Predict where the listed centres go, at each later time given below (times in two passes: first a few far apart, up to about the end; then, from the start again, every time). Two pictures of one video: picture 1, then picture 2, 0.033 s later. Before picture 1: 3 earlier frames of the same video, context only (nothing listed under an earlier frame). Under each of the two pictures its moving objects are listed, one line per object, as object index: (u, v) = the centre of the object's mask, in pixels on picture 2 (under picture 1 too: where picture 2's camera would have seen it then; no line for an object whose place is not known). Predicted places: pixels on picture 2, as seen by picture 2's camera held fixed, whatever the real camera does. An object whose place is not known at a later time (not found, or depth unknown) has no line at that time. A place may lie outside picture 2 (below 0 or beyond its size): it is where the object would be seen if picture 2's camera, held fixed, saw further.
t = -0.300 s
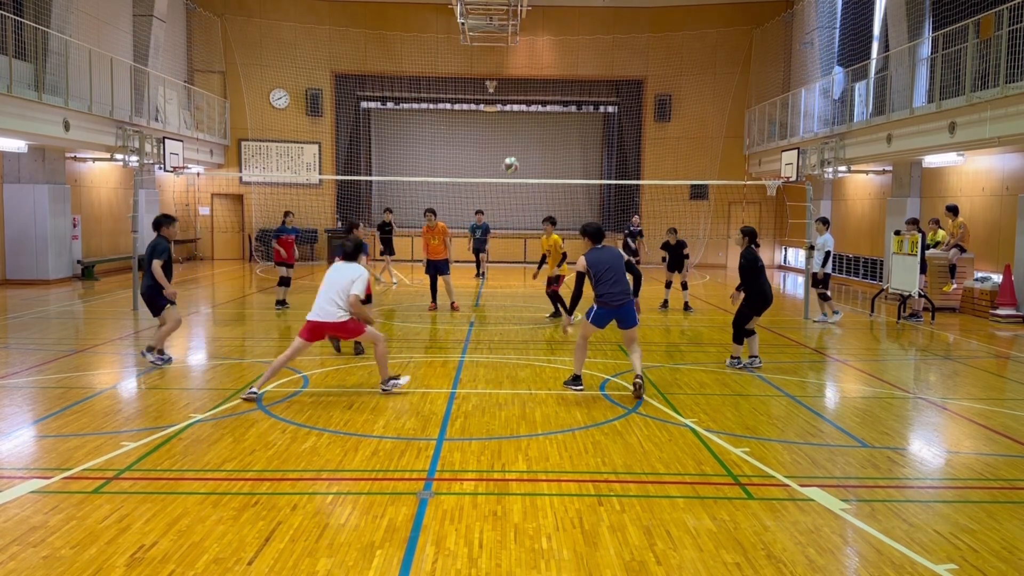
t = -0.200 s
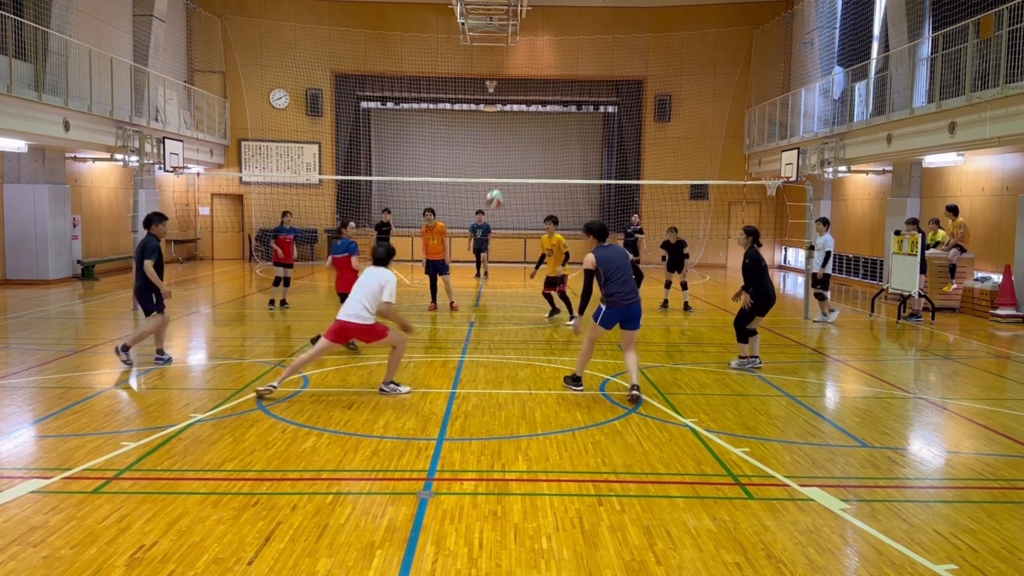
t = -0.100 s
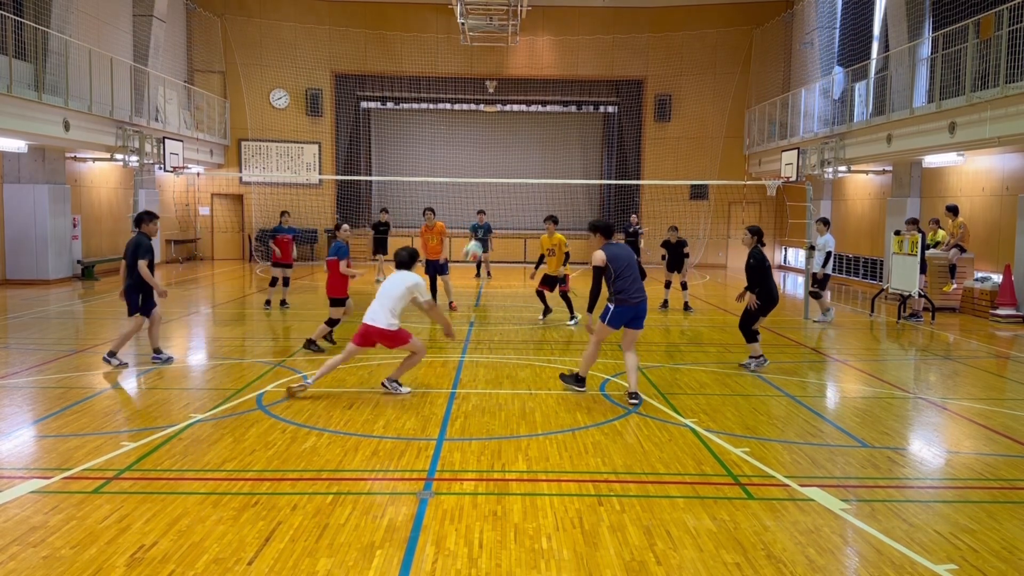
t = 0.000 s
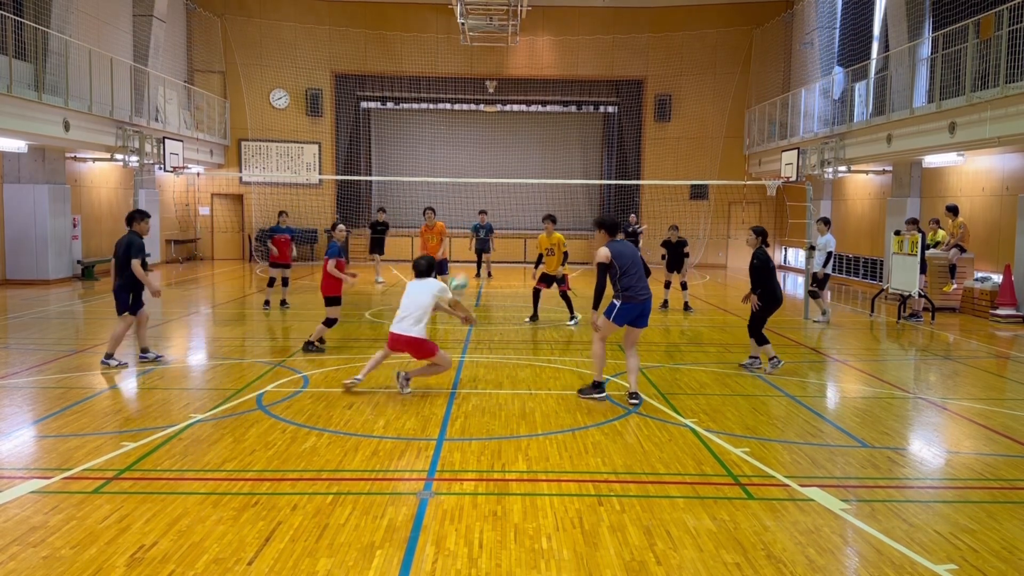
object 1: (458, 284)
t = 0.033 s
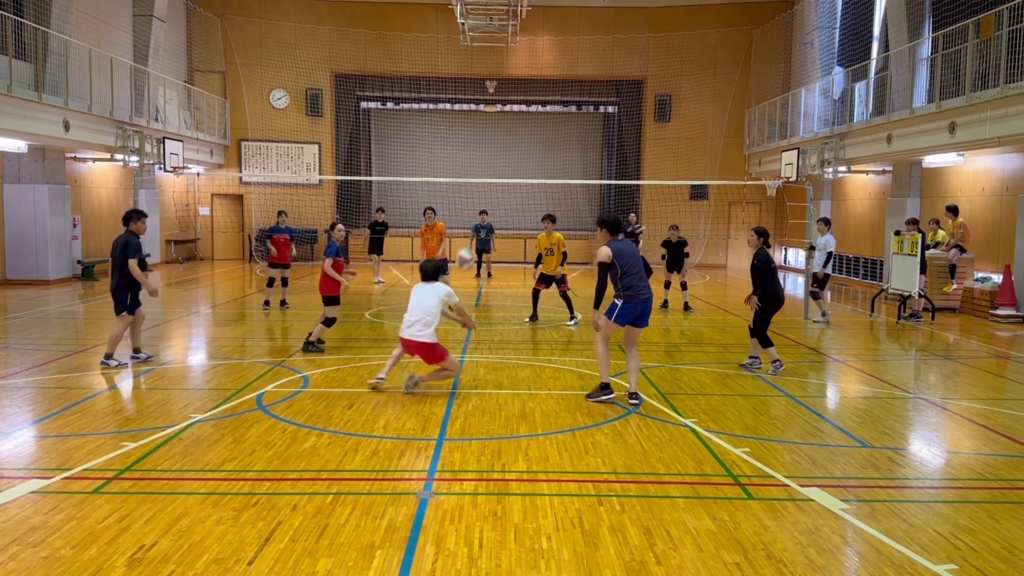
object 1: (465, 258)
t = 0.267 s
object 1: (507, 138)
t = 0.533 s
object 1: (542, 77)
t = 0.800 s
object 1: (569, 74)
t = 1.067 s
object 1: (589, 114)
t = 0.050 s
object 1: (468, 248)
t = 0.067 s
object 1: (472, 237)
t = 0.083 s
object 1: (475, 226)
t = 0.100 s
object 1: (478, 218)
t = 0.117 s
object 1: (482, 207)
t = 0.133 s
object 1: (486, 198)
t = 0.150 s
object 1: (488, 189)
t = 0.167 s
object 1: (490, 180)
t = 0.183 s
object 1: (494, 171)
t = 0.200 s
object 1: (496, 165)
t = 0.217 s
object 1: (499, 157)
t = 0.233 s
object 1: (502, 150)
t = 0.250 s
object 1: (503, 144)
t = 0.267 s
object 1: (507, 138)
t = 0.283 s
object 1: (510, 131)
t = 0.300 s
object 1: (512, 126)
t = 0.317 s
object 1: (514, 121)
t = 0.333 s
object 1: (517, 115)
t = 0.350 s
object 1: (519, 111)
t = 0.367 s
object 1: (521, 106)
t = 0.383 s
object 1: (524, 101)
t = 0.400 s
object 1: (526, 98)
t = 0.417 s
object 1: (528, 95)
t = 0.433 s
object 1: (530, 92)
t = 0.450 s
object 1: (532, 88)
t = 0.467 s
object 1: (534, 86)
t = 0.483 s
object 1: (537, 83)
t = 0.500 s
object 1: (538, 81)
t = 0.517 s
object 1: (540, 78)
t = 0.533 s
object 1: (542, 77)
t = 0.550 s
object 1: (544, 75)
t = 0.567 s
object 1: (546, 73)
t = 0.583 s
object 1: (548, 72)
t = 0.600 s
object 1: (550, 71)
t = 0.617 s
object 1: (551, 70)
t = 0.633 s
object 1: (554, 69)
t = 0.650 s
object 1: (555, 69)
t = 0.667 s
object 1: (556, 69)
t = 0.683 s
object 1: (558, 69)
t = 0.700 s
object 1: (560, 69)
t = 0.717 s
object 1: (561, 70)
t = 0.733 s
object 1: (563, 71)
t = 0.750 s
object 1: (564, 71)
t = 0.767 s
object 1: (566, 72)
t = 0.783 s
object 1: (568, 73)
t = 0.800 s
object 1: (569, 74)
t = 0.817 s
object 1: (570, 76)
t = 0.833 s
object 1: (572, 77)
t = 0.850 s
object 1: (573, 79)
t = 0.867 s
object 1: (574, 81)
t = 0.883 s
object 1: (576, 83)
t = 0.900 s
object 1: (577, 85)
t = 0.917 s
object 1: (578, 88)
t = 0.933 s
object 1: (580, 90)
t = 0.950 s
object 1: (581, 93)
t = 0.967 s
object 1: (582, 95)
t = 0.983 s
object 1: (583, 98)
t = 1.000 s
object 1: (585, 101)
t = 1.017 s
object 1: (586, 104)
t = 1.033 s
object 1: (587, 108)
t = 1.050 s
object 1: (588, 111)
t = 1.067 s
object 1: (589, 114)
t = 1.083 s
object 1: (591, 118)
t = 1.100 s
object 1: (591, 122)
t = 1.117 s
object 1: (592, 125)
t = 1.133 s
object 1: (594, 130)
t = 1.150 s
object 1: (595, 134)
